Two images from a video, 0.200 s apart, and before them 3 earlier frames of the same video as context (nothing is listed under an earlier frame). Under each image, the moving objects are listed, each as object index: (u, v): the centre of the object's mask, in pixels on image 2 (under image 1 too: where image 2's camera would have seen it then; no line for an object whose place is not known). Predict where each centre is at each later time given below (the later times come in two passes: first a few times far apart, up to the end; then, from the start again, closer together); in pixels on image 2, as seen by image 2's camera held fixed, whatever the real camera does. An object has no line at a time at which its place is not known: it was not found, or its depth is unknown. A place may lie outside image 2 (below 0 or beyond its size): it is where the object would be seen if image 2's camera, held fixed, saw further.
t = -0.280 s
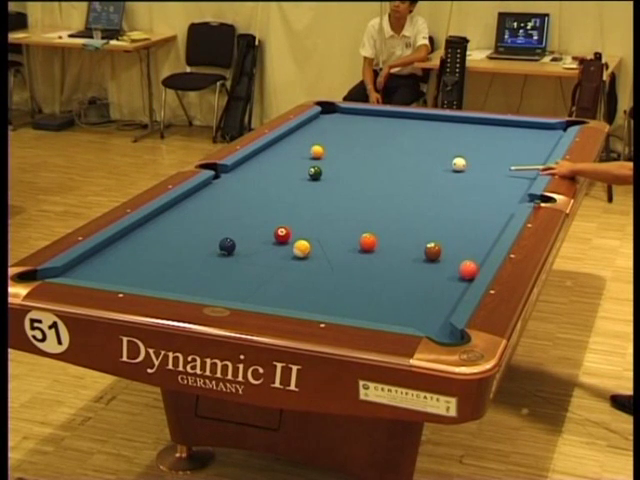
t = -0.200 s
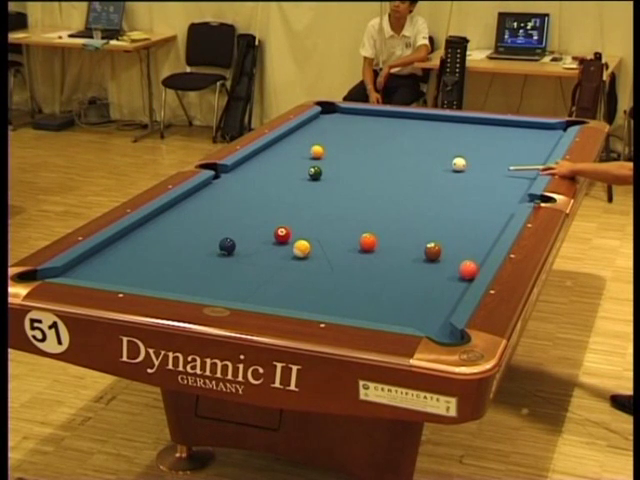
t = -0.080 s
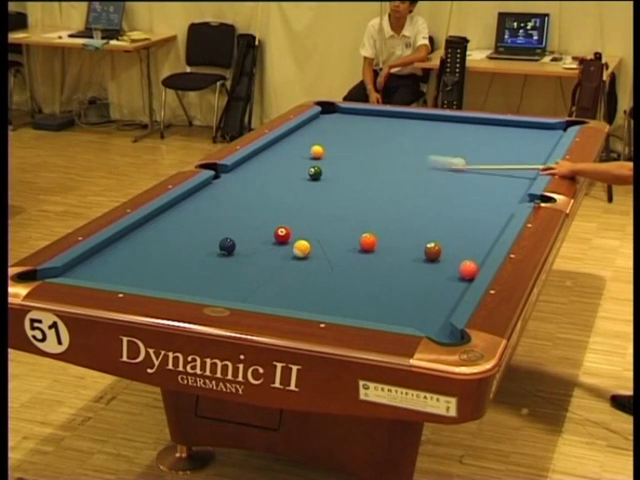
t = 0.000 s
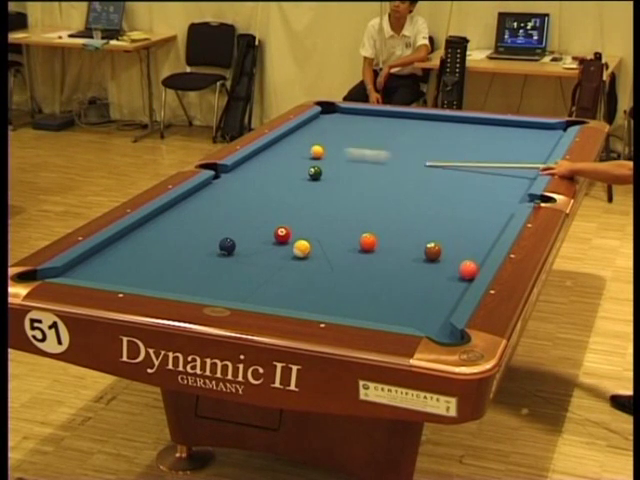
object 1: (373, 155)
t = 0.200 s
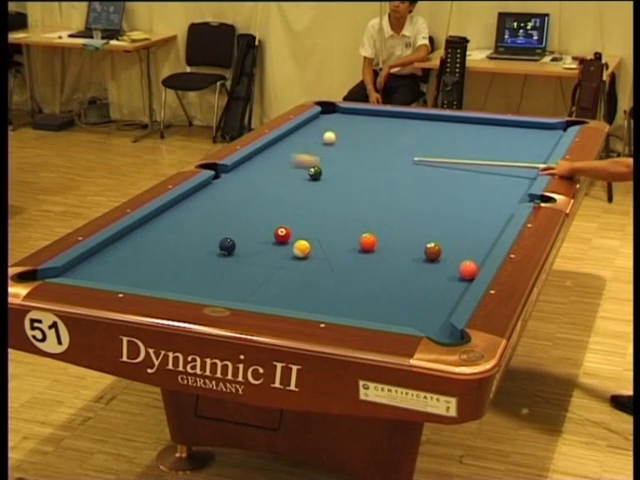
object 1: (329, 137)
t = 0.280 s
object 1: (333, 132)
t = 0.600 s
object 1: (365, 115)
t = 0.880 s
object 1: (395, 118)
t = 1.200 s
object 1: (426, 130)
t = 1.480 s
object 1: (454, 141)
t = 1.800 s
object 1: (488, 153)
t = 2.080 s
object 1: (519, 165)
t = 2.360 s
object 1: (523, 174)
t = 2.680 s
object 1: (492, 180)
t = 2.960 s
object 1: (466, 186)
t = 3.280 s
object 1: (437, 192)
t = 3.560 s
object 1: (411, 198)
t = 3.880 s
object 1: (383, 204)
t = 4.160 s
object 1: (359, 209)
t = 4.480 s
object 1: (332, 215)
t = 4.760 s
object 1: (309, 219)
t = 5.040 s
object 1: (288, 223)
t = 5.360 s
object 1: (264, 229)
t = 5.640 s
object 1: (245, 233)
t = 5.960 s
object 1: (224, 234)
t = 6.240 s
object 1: (208, 240)
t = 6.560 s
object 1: (191, 244)
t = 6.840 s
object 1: (178, 246)
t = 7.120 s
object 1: (166, 249)
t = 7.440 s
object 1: (155, 251)
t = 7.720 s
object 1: (146, 253)
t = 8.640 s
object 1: (133, 256)
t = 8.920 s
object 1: (132, 256)
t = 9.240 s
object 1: (132, 256)
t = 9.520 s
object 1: (132, 256)
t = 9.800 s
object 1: (132, 256)
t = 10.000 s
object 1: (132, 256)
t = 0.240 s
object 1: (331, 135)
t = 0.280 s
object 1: (333, 132)
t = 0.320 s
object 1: (335, 129)
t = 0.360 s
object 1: (338, 127)
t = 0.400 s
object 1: (341, 125)
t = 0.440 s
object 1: (345, 123)
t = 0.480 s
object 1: (349, 121)
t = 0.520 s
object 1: (354, 119)
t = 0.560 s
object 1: (359, 117)
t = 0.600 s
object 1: (365, 115)
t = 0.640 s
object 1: (371, 114)
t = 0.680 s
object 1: (377, 112)
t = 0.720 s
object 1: (381, 113)
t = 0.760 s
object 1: (384, 114)
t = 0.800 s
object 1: (388, 116)
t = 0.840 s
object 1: (392, 117)
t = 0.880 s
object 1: (395, 118)
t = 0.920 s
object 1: (399, 120)
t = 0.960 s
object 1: (403, 121)
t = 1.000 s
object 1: (406, 123)
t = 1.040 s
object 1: (410, 124)
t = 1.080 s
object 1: (414, 126)
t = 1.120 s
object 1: (418, 127)
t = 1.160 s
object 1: (422, 128)
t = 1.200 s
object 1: (426, 130)
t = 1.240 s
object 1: (430, 131)
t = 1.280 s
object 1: (433, 133)
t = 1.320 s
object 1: (438, 134)
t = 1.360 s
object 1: (442, 136)
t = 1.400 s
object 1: (446, 138)
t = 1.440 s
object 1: (450, 139)
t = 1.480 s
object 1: (454, 141)
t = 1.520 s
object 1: (458, 142)
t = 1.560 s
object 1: (462, 144)
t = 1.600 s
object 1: (467, 145)
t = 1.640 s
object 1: (471, 147)
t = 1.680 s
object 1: (475, 148)
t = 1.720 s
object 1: (479, 150)
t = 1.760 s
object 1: (483, 152)
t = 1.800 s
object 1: (488, 153)
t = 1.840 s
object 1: (492, 155)
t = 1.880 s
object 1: (497, 157)
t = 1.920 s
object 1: (501, 158)
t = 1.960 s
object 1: (505, 160)
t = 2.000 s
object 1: (510, 162)
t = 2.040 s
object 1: (514, 163)
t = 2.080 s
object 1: (519, 165)
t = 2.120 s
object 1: (524, 167)
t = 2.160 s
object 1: (528, 168)
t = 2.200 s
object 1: (532, 170)
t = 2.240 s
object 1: (534, 171)
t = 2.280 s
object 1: (530, 172)
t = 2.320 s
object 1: (527, 173)
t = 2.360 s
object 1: (523, 174)
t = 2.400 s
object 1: (519, 175)
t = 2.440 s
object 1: (515, 175)
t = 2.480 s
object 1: (511, 176)
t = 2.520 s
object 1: (507, 177)
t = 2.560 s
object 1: (504, 178)
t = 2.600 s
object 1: (500, 179)
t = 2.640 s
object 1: (496, 180)
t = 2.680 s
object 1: (492, 180)
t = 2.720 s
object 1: (489, 181)
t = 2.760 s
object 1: (485, 182)
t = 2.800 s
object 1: (481, 183)
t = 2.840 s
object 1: (478, 184)
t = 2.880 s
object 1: (474, 184)
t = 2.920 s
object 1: (470, 185)
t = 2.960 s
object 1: (466, 186)
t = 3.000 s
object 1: (462, 187)
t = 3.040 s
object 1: (459, 188)
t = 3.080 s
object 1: (455, 188)
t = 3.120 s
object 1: (452, 189)
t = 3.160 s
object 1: (448, 190)
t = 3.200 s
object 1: (444, 191)
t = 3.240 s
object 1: (441, 191)
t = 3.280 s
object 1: (437, 192)
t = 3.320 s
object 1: (433, 193)
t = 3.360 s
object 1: (430, 194)
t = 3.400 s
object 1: (426, 195)
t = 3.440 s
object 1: (422, 196)
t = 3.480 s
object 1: (418, 197)
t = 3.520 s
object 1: (415, 197)
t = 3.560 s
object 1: (411, 198)
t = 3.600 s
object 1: (408, 199)
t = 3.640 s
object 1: (404, 200)
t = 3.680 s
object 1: (401, 200)
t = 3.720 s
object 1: (397, 201)
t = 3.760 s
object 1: (394, 202)
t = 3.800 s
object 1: (390, 203)
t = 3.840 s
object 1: (387, 203)
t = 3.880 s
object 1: (383, 204)
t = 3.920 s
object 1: (379, 205)
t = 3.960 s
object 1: (376, 205)
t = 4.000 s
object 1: (372, 206)
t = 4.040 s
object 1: (369, 207)
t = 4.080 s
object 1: (366, 208)
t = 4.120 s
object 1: (362, 209)
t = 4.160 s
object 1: (359, 209)
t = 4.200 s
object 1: (355, 210)
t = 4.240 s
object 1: (352, 211)
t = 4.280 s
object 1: (349, 212)
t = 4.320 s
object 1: (346, 212)
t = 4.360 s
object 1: (342, 213)
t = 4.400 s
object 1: (339, 214)
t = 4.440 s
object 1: (335, 214)
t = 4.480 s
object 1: (332, 215)
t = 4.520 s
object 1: (328, 216)
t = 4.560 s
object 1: (325, 217)
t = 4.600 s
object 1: (322, 217)
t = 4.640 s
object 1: (319, 218)
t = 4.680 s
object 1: (315, 218)
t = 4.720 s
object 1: (312, 219)
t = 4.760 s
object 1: (309, 219)
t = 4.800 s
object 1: (306, 220)
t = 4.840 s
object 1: (303, 221)
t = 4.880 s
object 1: (300, 222)
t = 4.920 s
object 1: (297, 222)
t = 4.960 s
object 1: (294, 222)
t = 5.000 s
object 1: (291, 223)
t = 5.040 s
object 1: (288, 223)
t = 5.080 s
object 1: (285, 222)
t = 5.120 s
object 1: (282, 222)
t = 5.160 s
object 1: (278, 223)
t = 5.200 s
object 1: (274, 225)
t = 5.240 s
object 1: (272, 226)
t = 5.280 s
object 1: (269, 227)
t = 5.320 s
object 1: (267, 228)
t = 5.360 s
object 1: (264, 229)
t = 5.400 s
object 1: (262, 230)
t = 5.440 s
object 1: (259, 230)
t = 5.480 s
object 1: (256, 231)
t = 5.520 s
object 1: (253, 231)
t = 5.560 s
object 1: (251, 231)
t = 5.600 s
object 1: (248, 232)
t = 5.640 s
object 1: (245, 233)
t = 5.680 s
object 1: (243, 233)
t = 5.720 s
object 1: (240, 234)
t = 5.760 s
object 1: (238, 234)
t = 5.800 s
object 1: (235, 234)
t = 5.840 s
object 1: (233, 234)
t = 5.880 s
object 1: (230, 233)
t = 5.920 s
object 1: (227, 234)
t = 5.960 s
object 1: (224, 234)
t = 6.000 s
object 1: (221, 235)
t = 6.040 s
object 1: (218, 236)
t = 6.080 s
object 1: (216, 237)
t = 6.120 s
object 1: (214, 238)
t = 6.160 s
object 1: (212, 239)
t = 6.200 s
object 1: (210, 240)
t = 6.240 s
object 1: (208, 240)
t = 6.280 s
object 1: (206, 241)
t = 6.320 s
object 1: (204, 241)
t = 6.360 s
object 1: (202, 242)
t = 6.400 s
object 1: (199, 242)
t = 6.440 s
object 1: (197, 243)
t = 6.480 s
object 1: (195, 243)
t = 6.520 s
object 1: (193, 243)
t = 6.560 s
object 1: (191, 244)
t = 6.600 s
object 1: (189, 244)
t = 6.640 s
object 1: (187, 244)
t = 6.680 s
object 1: (185, 245)
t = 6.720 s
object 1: (184, 245)
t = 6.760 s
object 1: (182, 246)
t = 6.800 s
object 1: (180, 246)
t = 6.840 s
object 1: (178, 246)
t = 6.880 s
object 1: (176, 247)
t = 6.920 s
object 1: (175, 247)
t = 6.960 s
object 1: (173, 248)
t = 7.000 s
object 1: (171, 248)
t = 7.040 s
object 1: (170, 248)
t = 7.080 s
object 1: (168, 248)
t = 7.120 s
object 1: (166, 249)
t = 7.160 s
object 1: (164, 249)
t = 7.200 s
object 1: (163, 249)
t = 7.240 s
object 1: (161, 250)
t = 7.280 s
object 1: (160, 250)
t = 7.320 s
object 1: (159, 250)
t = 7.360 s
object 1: (157, 250)
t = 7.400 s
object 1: (156, 251)
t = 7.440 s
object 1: (155, 251)
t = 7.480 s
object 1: (153, 251)
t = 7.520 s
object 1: (152, 251)
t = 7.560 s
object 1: (151, 252)
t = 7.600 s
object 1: (150, 252)
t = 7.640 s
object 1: (149, 252)
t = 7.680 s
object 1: (147, 252)
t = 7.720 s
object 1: (146, 253)
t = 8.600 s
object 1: (133, 256)
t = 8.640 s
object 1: (133, 256)
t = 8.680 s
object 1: (133, 256)
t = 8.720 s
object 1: (133, 256)
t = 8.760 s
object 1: (133, 256)
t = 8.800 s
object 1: (132, 256)
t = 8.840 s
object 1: (132, 256)
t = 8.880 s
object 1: (132, 256)
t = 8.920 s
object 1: (132, 256)
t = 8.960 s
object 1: (132, 256)
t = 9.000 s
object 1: (132, 256)
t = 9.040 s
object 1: (132, 256)
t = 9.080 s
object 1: (132, 256)
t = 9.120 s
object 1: (132, 256)
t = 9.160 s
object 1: (132, 256)
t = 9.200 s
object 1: (132, 256)
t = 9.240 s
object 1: (132, 256)
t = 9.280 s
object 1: (132, 256)
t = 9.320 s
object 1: (132, 256)
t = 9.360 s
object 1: (132, 256)
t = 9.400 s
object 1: (132, 256)
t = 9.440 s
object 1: (132, 256)
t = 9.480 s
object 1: (132, 256)
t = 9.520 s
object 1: (132, 256)
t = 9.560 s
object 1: (132, 256)
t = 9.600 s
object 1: (132, 256)
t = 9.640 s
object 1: (132, 256)
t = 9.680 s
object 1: (132, 256)
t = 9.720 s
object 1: (132, 256)
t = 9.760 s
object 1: (132, 256)
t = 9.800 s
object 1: (132, 256)
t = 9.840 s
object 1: (132, 256)
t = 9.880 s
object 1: (132, 256)
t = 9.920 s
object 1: (132, 256)
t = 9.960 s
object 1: (132, 256)
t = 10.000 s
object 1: (132, 256)
